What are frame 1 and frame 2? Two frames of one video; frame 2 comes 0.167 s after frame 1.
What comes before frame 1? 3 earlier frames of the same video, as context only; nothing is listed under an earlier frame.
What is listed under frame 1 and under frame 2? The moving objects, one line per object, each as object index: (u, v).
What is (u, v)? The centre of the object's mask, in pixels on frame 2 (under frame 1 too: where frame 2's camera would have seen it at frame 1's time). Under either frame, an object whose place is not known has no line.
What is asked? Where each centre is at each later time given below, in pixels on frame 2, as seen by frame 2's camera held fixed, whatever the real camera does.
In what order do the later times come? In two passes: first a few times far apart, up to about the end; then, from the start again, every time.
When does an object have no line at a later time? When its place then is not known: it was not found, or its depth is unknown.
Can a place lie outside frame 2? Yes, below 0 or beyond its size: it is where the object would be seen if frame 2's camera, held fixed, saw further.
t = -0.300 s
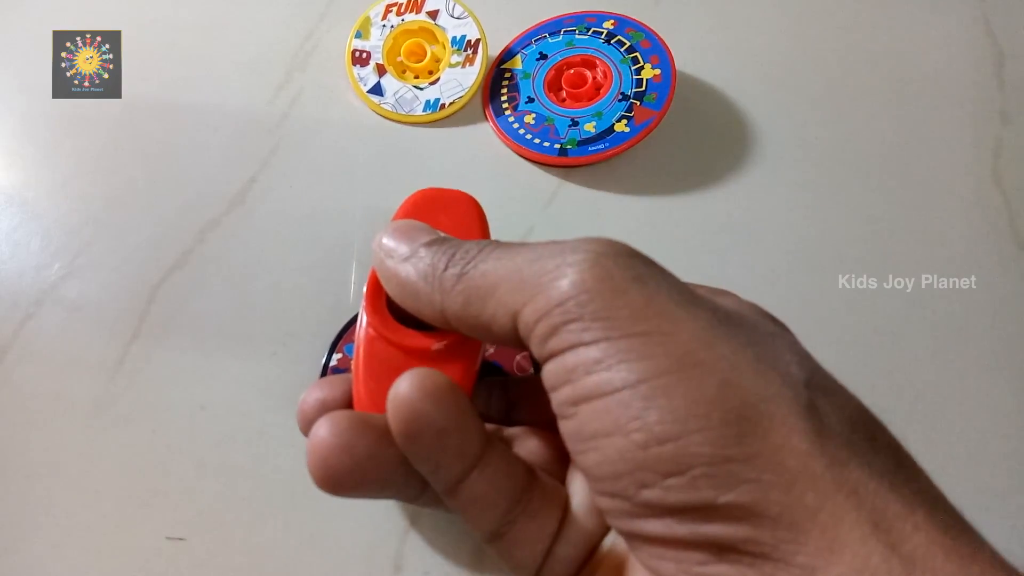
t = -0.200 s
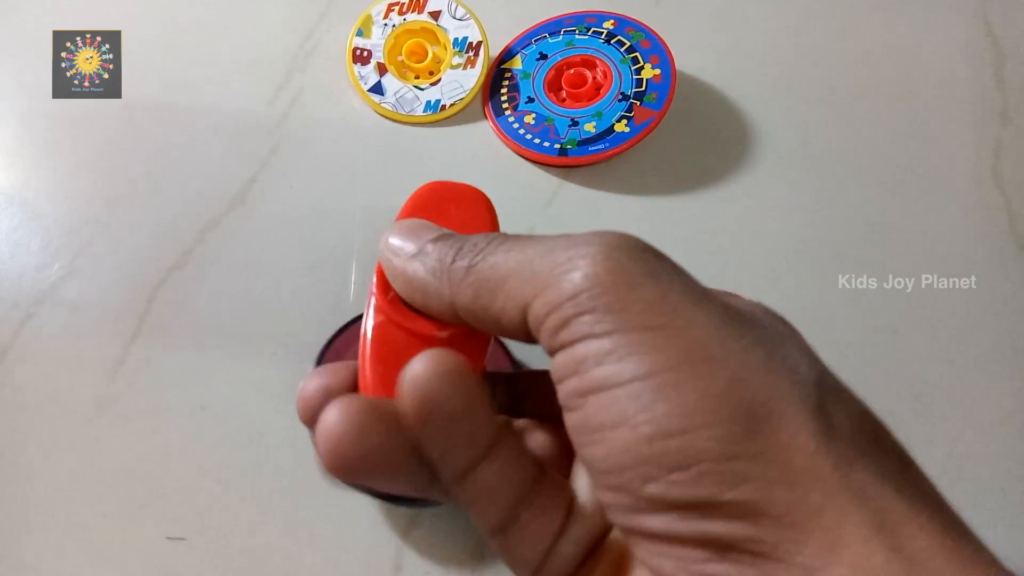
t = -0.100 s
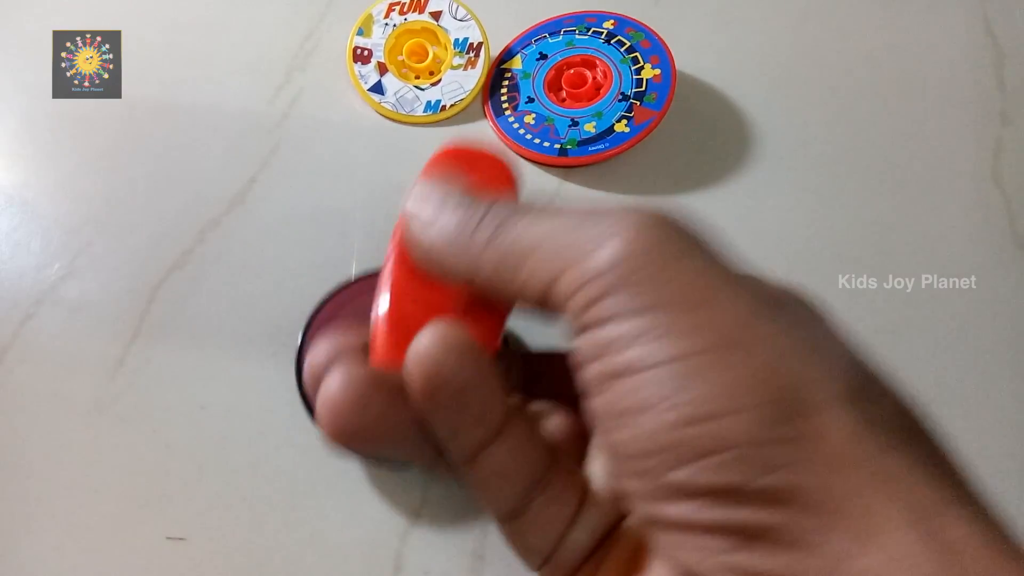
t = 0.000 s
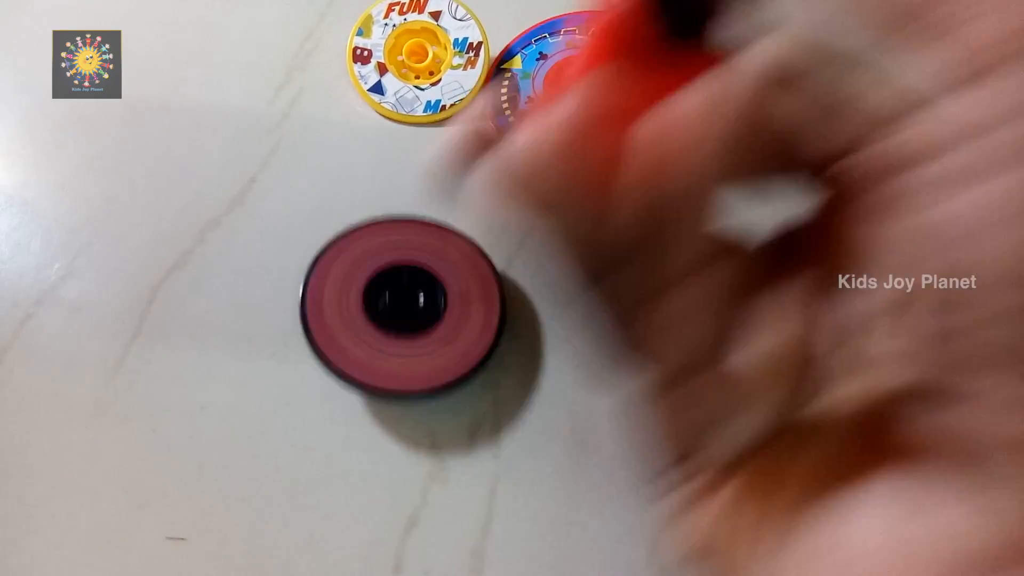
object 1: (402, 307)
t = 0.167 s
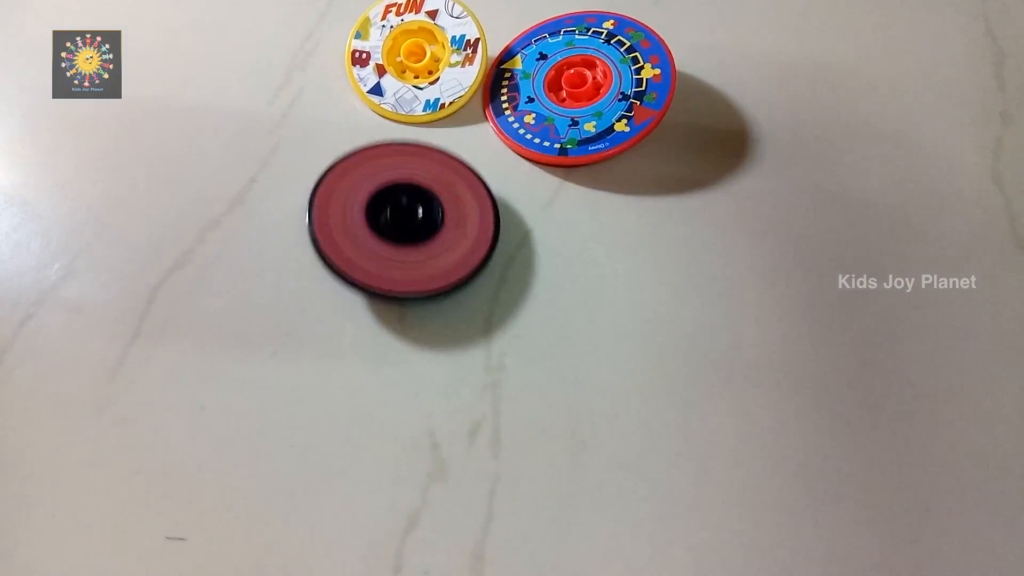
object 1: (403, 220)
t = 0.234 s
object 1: (404, 192)
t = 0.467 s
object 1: (406, 128)
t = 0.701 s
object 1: (399, 113)
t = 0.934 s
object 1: (404, 100)
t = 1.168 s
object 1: (411, 98)
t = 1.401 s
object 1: (419, 94)
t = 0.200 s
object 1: (404, 206)
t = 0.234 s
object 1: (404, 192)
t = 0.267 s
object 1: (405, 179)
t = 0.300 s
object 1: (406, 166)
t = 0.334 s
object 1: (406, 154)
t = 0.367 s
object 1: (407, 143)
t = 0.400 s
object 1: (408, 134)
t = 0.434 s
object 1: (406, 131)
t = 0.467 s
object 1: (406, 128)
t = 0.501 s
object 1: (405, 123)
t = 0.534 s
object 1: (405, 119)
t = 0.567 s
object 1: (403, 118)
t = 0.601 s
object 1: (402, 116)
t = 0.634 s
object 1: (400, 116)
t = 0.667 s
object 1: (400, 114)
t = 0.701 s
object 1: (399, 113)
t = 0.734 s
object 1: (399, 111)
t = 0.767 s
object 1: (401, 107)
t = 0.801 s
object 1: (401, 106)
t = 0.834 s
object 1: (401, 105)
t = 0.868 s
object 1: (402, 103)
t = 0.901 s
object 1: (403, 101)
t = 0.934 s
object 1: (404, 100)
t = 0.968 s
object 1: (404, 99)
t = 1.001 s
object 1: (404, 100)
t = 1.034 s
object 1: (405, 100)
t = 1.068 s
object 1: (406, 100)
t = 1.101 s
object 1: (407, 99)
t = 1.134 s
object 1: (409, 98)
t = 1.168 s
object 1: (411, 98)
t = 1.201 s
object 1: (412, 98)
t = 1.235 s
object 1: (413, 97)
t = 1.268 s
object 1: (414, 97)
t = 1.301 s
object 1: (415, 96)
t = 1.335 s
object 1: (416, 96)
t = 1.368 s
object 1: (418, 95)
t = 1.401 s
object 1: (419, 94)
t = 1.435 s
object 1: (420, 95)
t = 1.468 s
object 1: (421, 96)
